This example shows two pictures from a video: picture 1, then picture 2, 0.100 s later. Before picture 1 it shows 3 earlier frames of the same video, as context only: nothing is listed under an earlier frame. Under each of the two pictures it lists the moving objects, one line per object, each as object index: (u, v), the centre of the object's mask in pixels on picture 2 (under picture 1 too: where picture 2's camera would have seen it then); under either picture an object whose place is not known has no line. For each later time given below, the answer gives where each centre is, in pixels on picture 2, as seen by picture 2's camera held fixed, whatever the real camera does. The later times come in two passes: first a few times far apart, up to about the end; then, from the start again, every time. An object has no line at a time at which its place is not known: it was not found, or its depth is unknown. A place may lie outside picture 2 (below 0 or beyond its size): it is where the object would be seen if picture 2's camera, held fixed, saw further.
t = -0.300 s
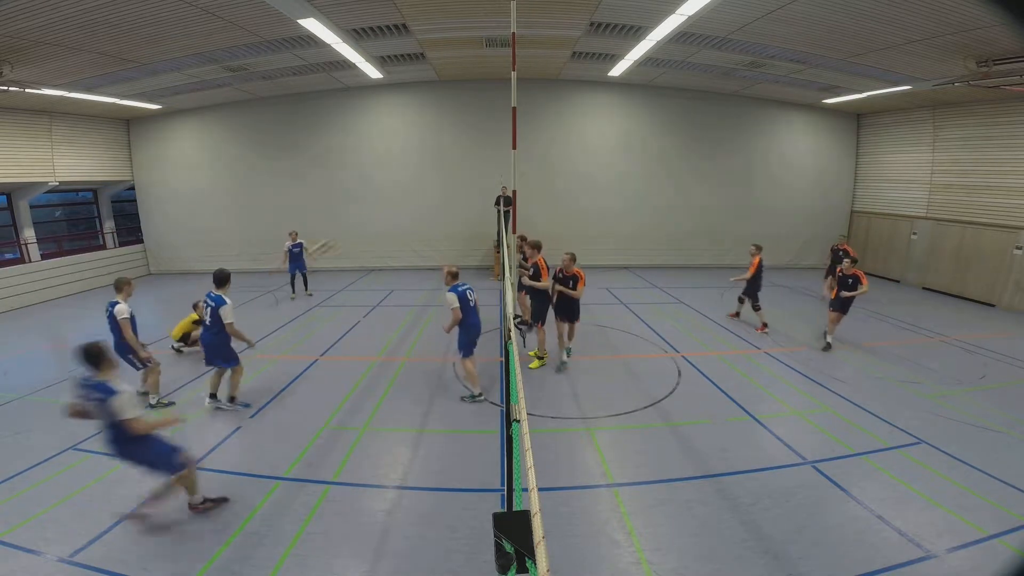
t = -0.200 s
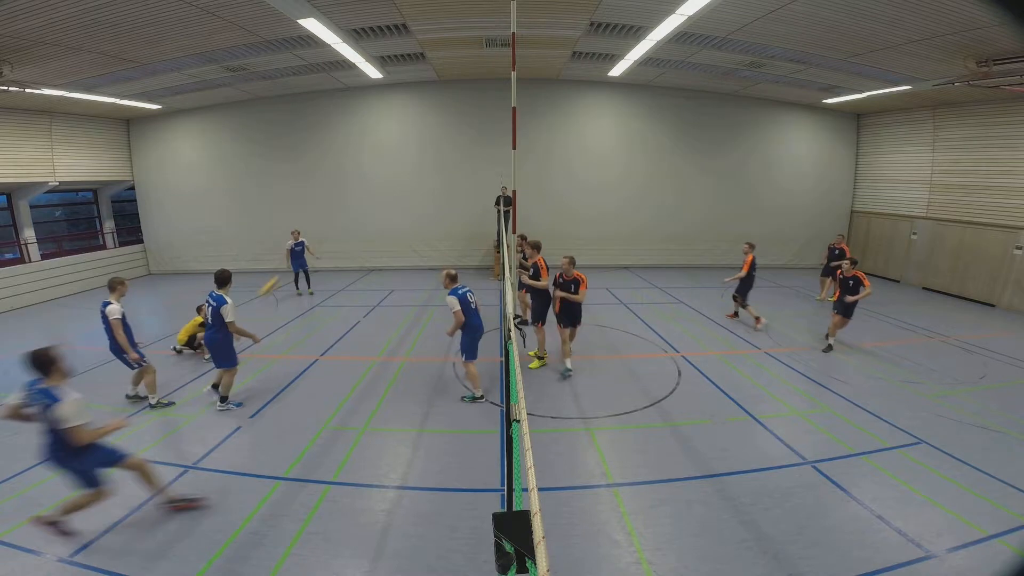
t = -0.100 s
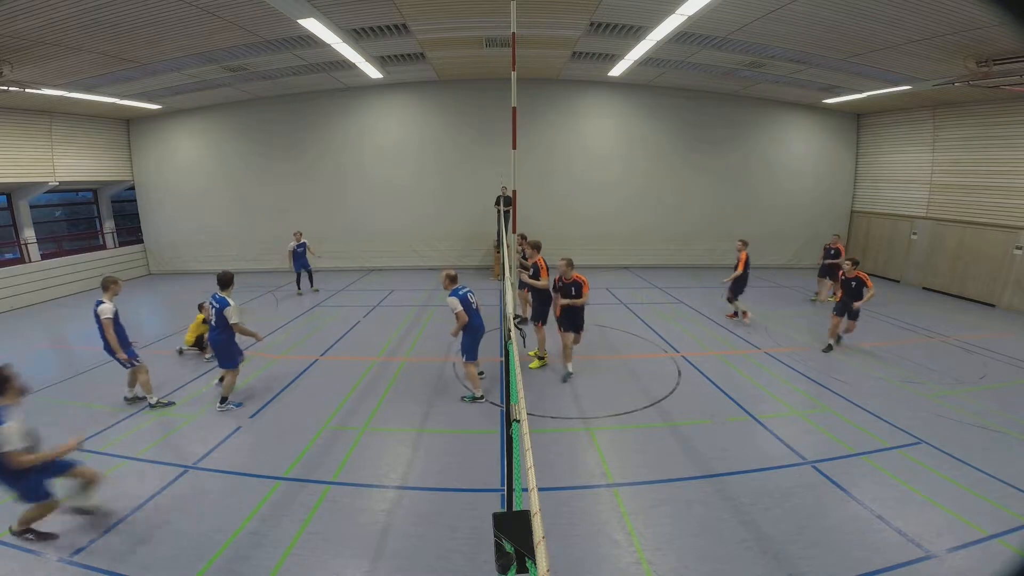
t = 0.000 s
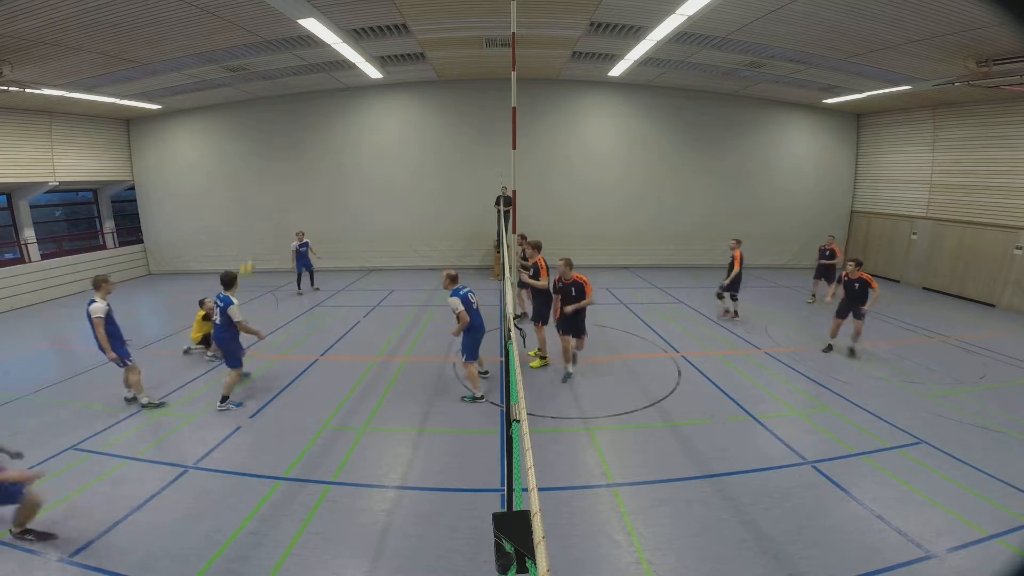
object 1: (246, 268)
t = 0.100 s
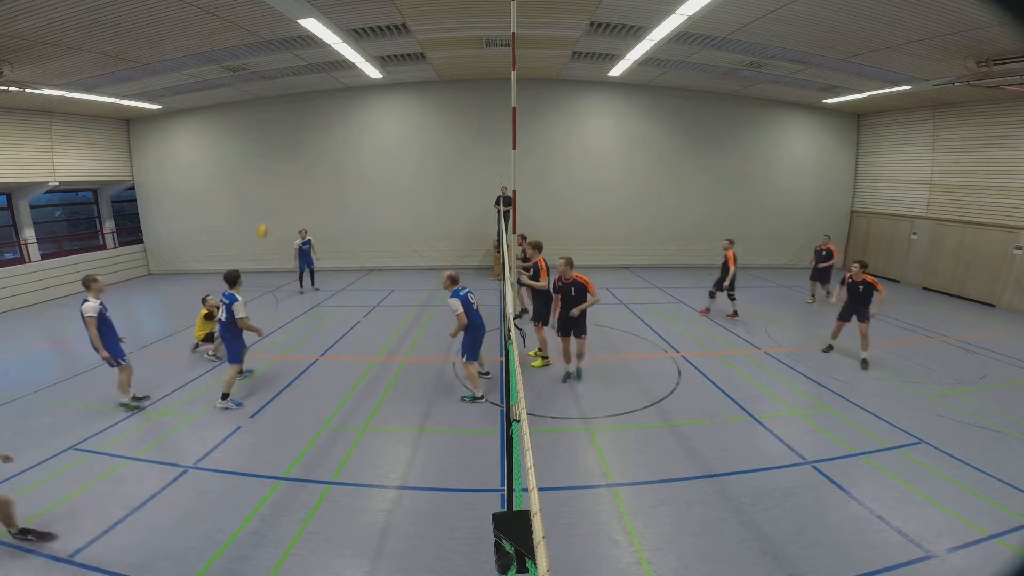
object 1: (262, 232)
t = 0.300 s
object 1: (292, 177)
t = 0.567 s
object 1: (342, 134)
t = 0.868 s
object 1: (403, 136)
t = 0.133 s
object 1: (266, 221)
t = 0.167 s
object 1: (270, 211)
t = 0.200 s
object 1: (276, 201)
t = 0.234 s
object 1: (281, 193)
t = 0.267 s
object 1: (286, 184)
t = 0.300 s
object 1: (292, 177)
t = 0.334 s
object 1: (298, 168)
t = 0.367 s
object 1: (305, 162)
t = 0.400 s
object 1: (312, 157)
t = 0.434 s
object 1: (316, 151)
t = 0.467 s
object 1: (323, 146)
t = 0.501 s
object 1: (331, 141)
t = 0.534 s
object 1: (335, 137)
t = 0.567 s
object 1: (342, 134)
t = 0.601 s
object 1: (349, 132)
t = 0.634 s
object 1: (356, 130)
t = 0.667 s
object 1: (362, 129)
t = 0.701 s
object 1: (370, 129)
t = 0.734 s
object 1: (375, 128)
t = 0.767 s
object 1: (382, 129)
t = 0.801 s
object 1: (389, 131)
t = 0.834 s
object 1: (396, 133)
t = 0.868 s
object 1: (403, 136)
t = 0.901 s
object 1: (409, 138)
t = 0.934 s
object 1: (417, 143)
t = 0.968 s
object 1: (423, 148)
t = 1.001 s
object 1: (431, 153)
